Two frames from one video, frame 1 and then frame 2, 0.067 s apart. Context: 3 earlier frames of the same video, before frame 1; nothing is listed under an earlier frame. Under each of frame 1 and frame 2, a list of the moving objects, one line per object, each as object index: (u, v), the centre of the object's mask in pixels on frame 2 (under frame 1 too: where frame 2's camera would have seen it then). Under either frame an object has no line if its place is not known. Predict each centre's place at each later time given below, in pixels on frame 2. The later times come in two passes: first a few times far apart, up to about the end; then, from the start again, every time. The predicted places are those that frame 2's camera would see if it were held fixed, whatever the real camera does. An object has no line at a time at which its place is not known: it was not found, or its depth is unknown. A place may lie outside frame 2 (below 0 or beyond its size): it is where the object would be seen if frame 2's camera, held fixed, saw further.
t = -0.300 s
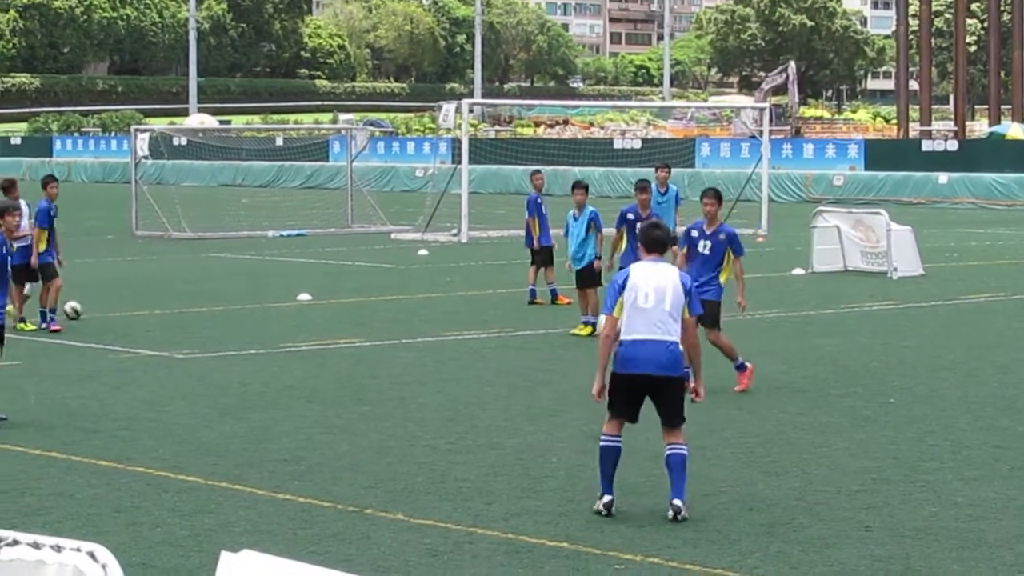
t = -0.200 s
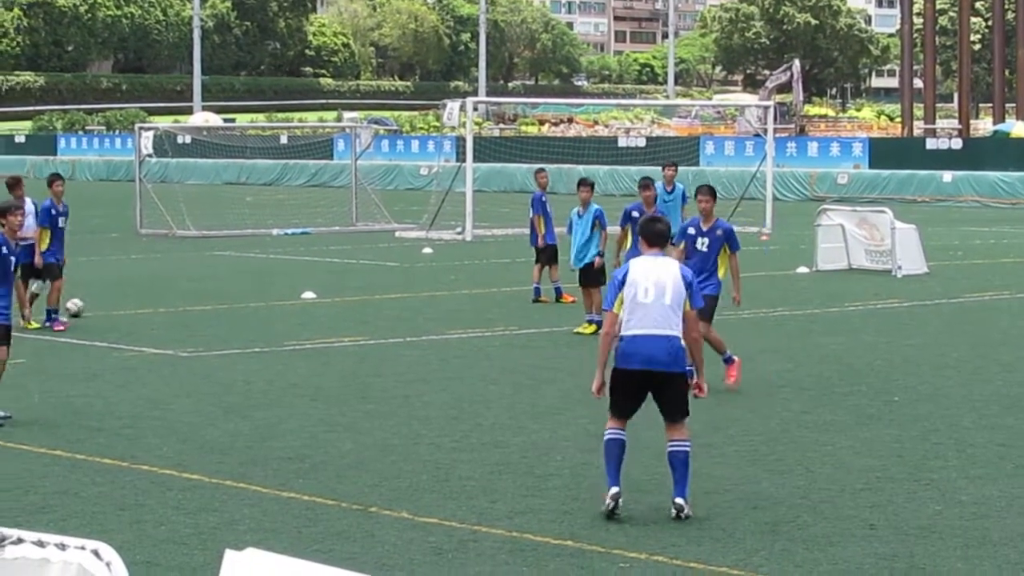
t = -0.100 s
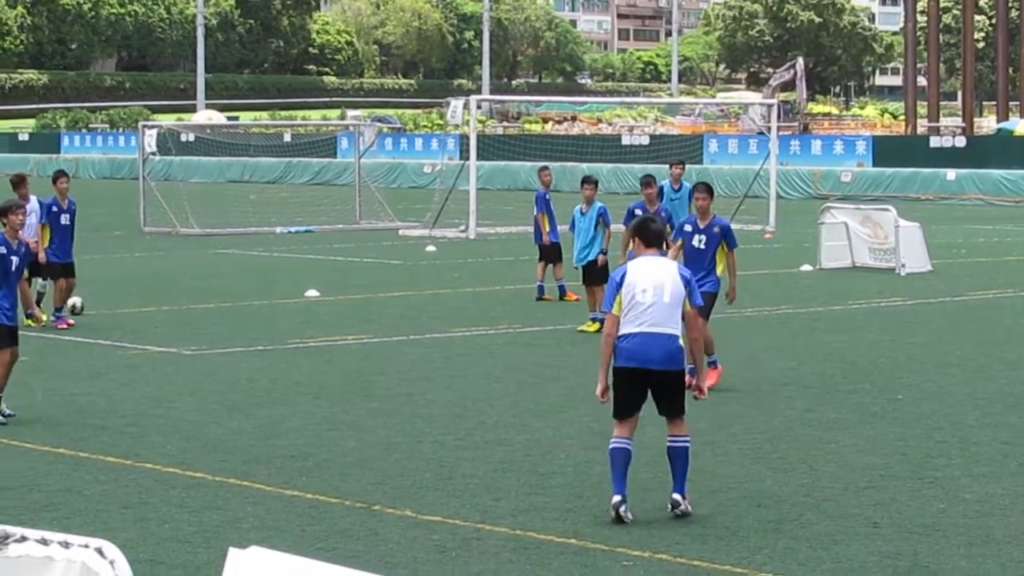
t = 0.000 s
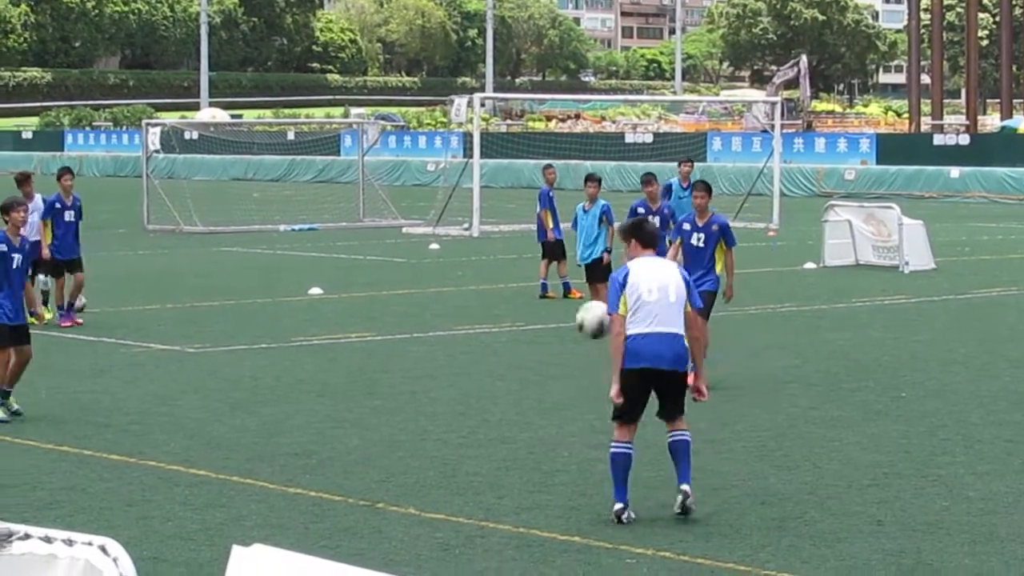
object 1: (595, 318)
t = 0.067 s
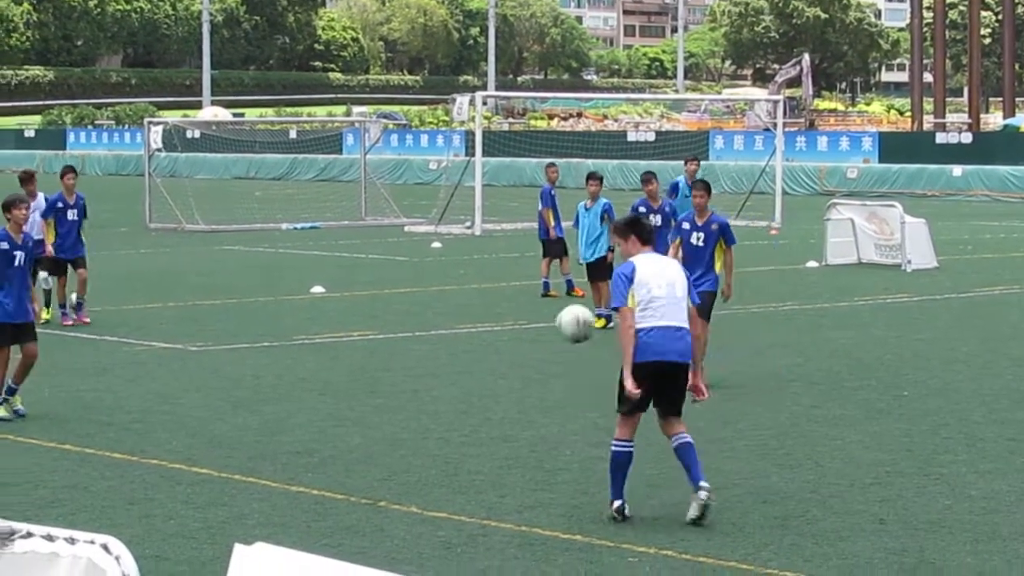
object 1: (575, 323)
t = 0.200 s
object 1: (532, 357)
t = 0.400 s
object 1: (466, 464)
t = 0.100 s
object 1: (564, 328)
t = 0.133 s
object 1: (552, 336)
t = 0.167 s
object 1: (543, 345)
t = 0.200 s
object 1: (532, 357)
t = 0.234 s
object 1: (521, 369)
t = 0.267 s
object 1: (510, 384)
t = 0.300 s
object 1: (499, 401)
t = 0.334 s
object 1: (487, 420)
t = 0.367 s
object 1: (476, 441)
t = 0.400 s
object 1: (466, 464)
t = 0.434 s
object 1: (454, 489)
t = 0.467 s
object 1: (443, 507)
